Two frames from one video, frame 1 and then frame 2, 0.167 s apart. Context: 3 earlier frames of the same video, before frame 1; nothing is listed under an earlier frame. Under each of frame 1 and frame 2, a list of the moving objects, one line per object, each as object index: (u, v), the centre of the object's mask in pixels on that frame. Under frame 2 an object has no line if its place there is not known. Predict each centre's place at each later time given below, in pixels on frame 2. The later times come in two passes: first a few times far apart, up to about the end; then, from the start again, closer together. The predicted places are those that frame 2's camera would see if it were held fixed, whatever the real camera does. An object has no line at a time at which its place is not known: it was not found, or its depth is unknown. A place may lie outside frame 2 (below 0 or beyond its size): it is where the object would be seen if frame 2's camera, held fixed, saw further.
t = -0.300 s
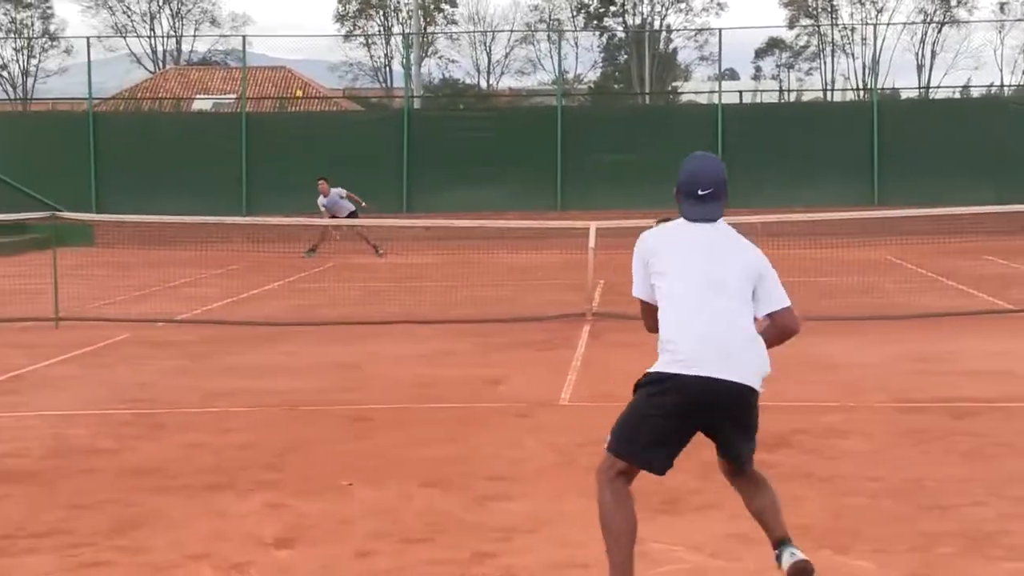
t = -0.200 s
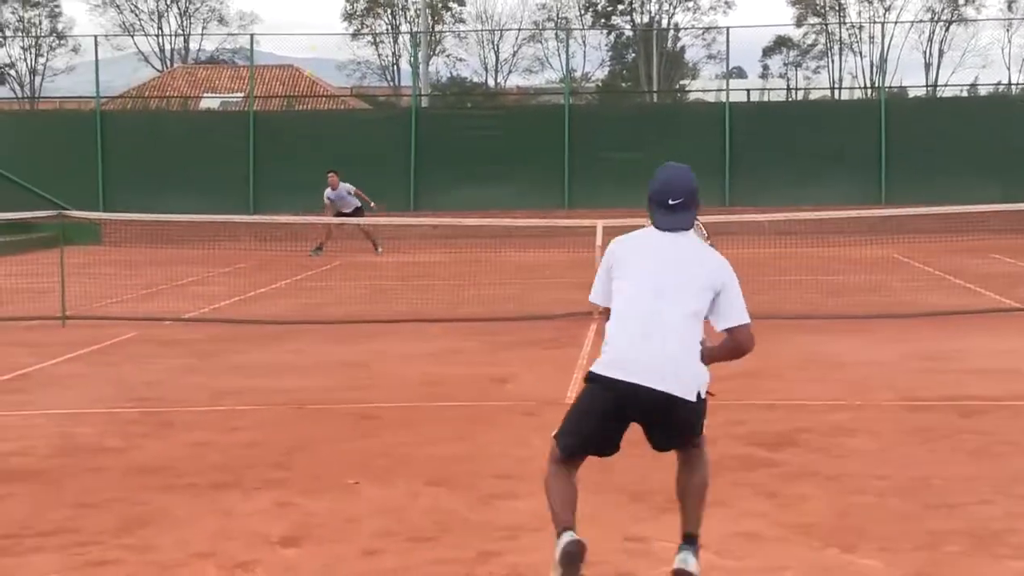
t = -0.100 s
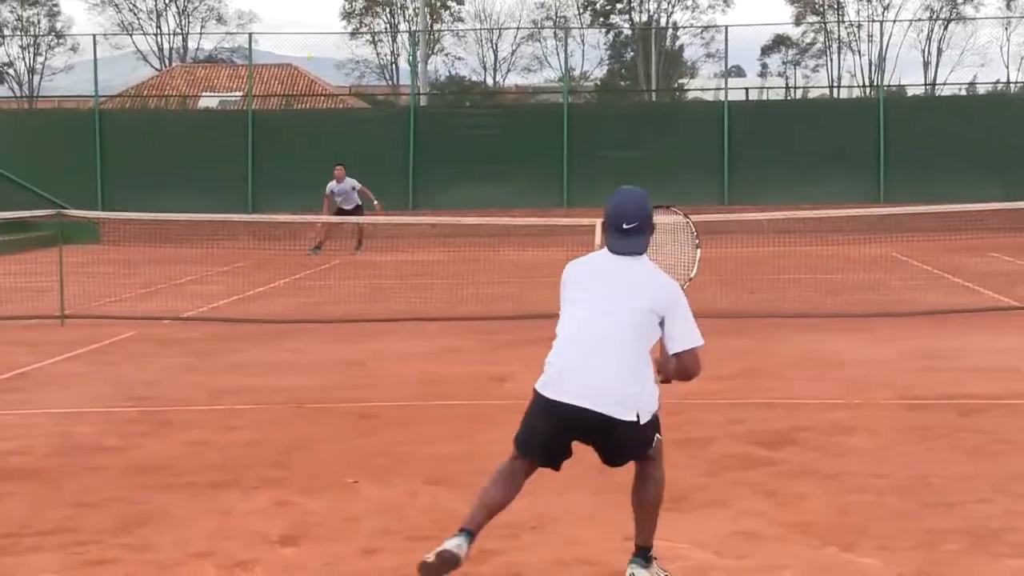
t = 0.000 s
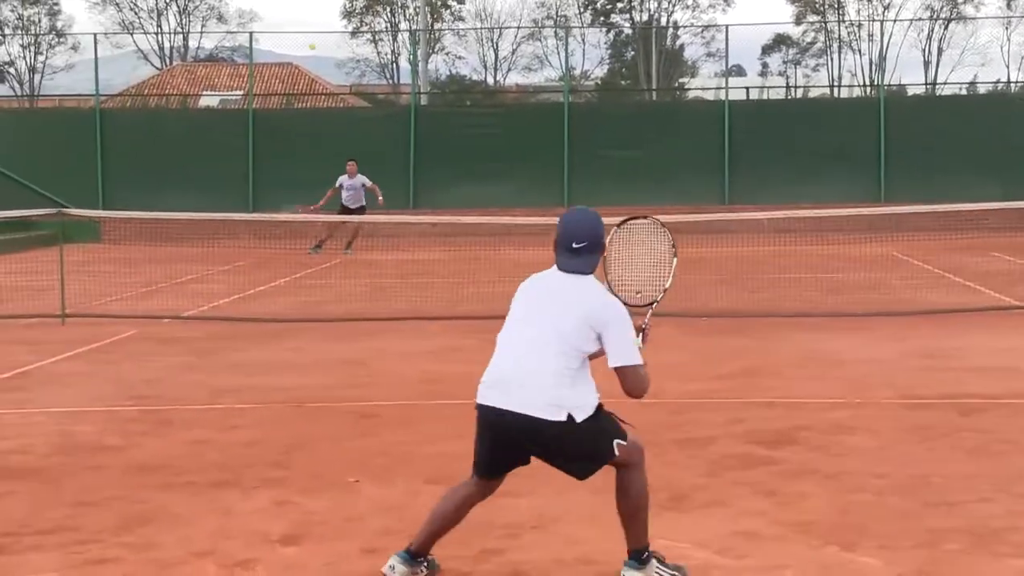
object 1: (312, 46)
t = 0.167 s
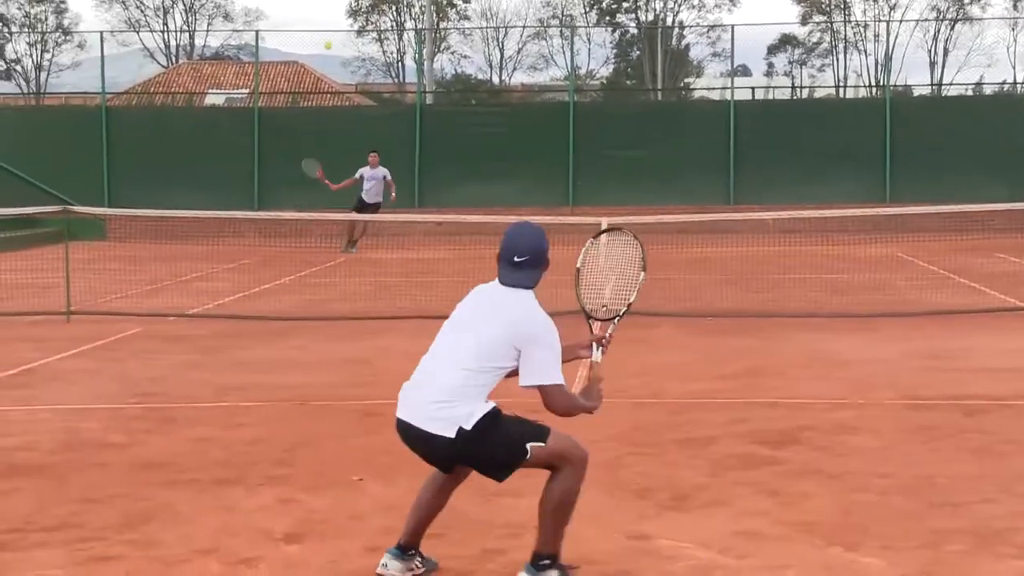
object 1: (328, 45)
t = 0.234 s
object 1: (334, 52)
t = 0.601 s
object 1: (390, 220)
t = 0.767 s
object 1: (440, 421)
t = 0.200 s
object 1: (330, 48)
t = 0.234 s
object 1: (334, 52)
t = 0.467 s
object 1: (363, 127)
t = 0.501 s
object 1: (369, 146)
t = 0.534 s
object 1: (376, 168)
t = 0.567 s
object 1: (382, 192)
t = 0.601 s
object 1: (390, 220)
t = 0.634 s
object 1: (398, 251)
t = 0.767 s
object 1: (440, 421)
